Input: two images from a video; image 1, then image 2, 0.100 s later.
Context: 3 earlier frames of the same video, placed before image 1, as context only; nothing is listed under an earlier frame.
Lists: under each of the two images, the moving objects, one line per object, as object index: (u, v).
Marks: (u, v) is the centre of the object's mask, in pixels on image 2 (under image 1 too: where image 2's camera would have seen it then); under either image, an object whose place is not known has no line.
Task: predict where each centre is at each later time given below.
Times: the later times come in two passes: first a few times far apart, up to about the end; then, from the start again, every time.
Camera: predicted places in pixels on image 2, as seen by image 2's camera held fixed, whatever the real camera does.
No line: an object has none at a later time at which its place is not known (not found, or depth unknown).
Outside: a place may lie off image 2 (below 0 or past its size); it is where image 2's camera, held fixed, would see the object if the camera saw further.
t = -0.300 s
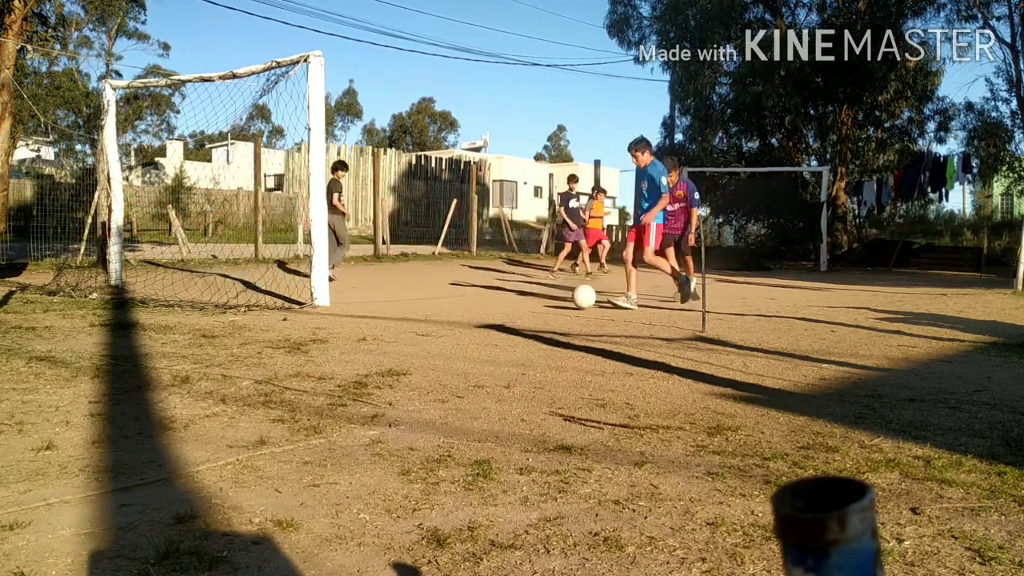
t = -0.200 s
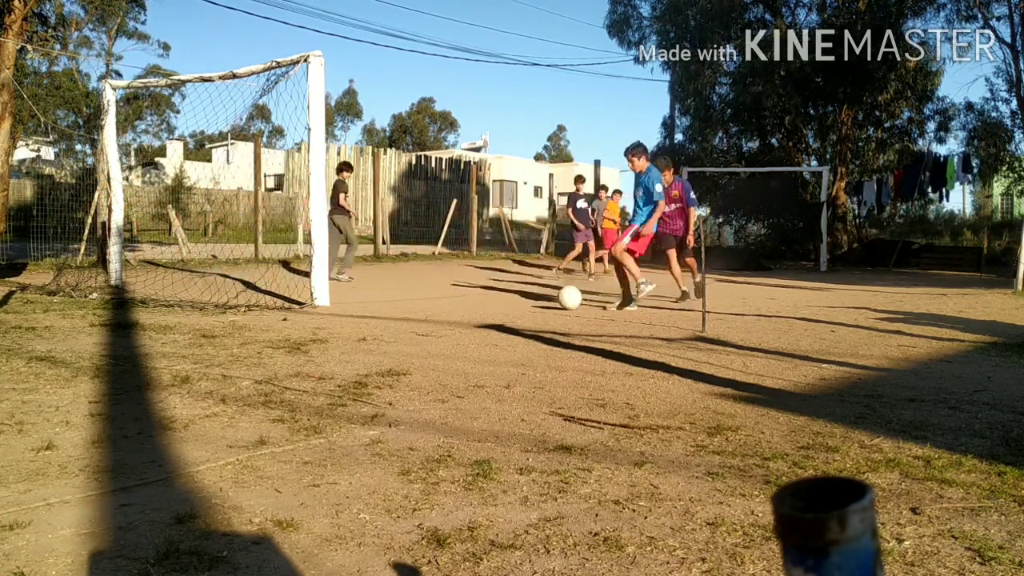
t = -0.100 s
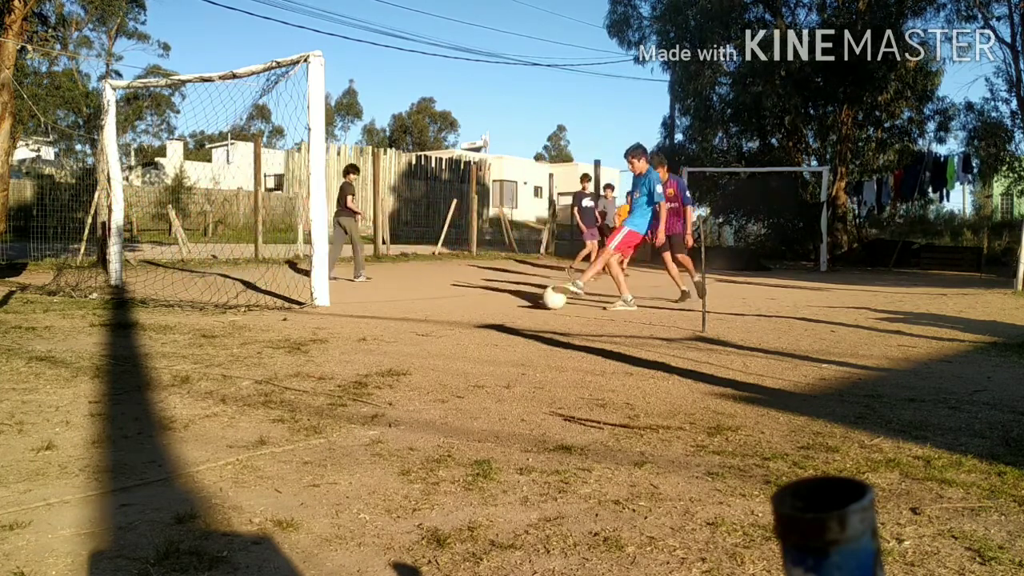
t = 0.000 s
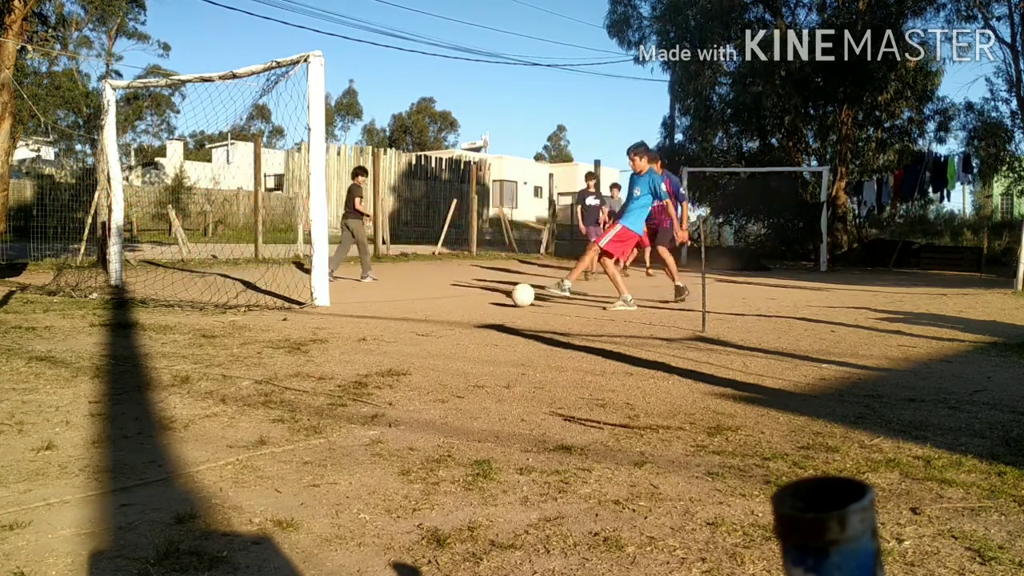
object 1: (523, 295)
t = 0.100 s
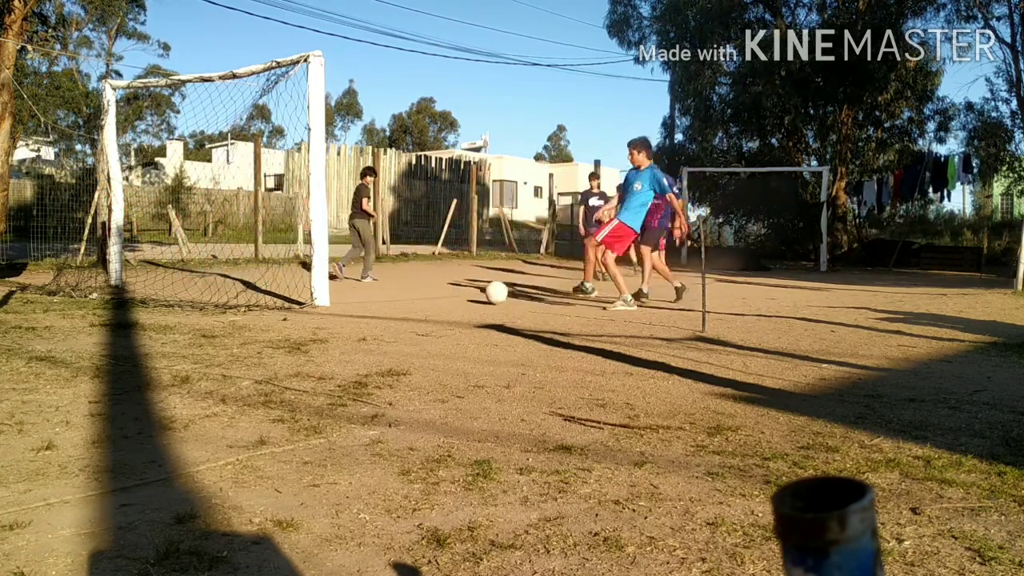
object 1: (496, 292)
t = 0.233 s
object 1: (465, 290)
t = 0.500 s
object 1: (411, 286)
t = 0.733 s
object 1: (373, 282)
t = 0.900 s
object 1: (348, 278)
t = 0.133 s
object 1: (487, 291)
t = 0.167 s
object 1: (480, 291)
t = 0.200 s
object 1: (472, 292)
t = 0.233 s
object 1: (465, 290)
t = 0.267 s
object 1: (457, 289)
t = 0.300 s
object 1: (450, 288)
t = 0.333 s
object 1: (444, 288)
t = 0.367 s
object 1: (437, 288)
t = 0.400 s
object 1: (430, 287)
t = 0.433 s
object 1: (424, 287)
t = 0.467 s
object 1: (418, 287)
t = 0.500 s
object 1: (411, 286)
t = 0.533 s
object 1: (405, 285)
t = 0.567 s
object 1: (399, 286)
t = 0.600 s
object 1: (394, 284)
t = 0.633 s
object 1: (389, 283)
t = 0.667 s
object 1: (383, 283)
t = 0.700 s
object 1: (378, 283)
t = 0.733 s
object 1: (373, 282)
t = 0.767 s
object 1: (367, 281)
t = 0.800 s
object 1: (363, 281)
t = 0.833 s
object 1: (358, 281)
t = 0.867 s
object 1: (353, 279)
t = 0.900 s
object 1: (348, 278)
